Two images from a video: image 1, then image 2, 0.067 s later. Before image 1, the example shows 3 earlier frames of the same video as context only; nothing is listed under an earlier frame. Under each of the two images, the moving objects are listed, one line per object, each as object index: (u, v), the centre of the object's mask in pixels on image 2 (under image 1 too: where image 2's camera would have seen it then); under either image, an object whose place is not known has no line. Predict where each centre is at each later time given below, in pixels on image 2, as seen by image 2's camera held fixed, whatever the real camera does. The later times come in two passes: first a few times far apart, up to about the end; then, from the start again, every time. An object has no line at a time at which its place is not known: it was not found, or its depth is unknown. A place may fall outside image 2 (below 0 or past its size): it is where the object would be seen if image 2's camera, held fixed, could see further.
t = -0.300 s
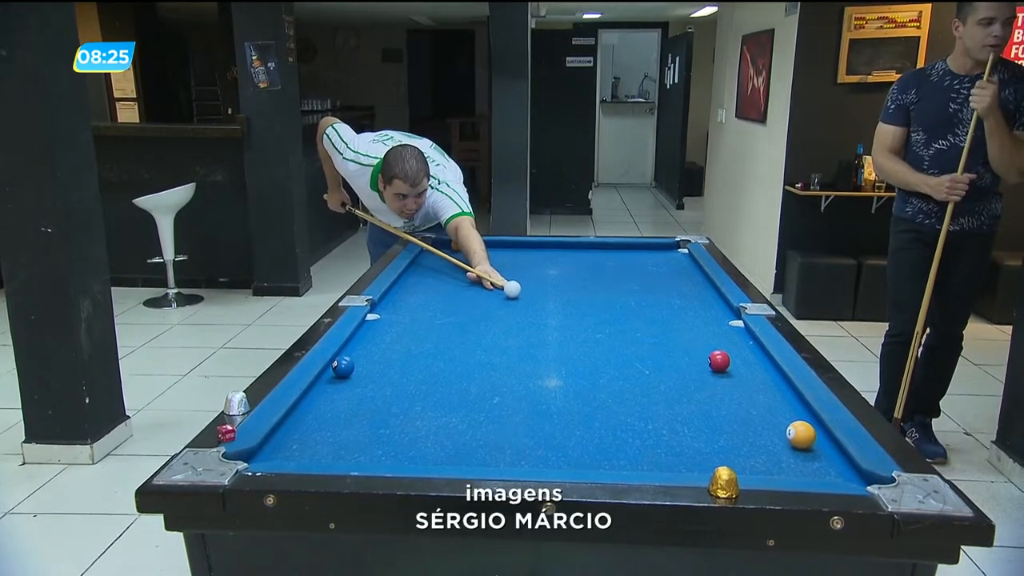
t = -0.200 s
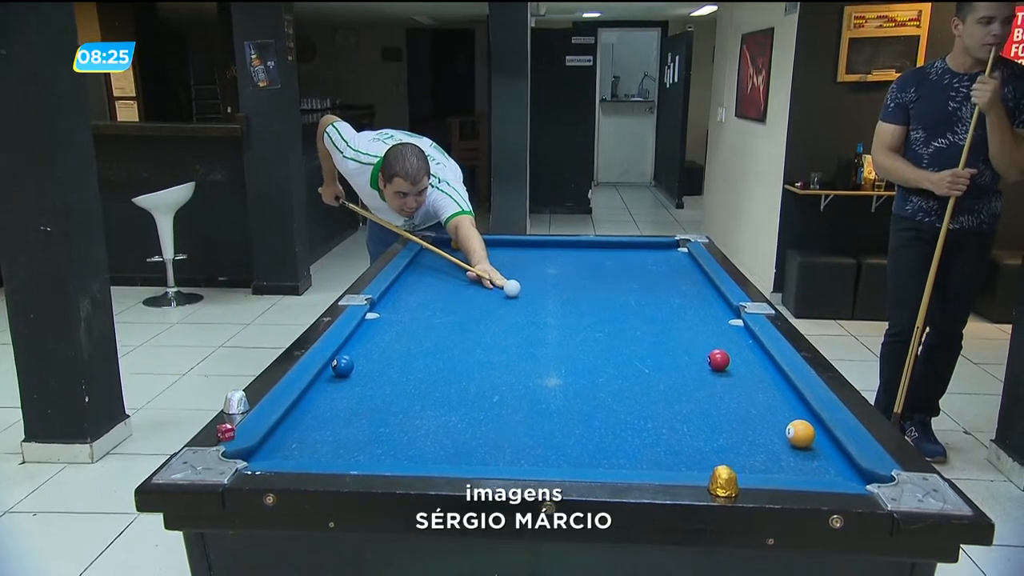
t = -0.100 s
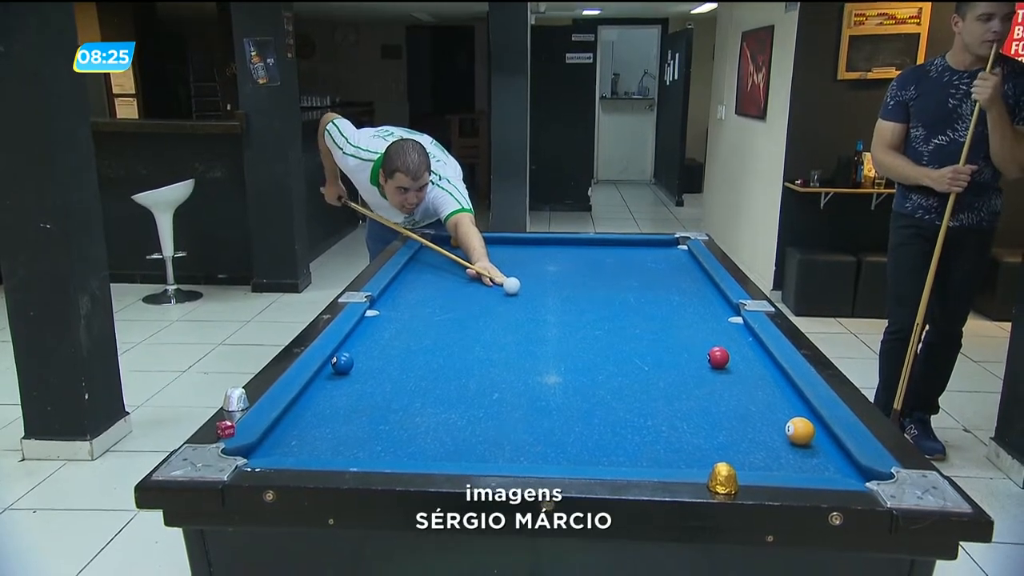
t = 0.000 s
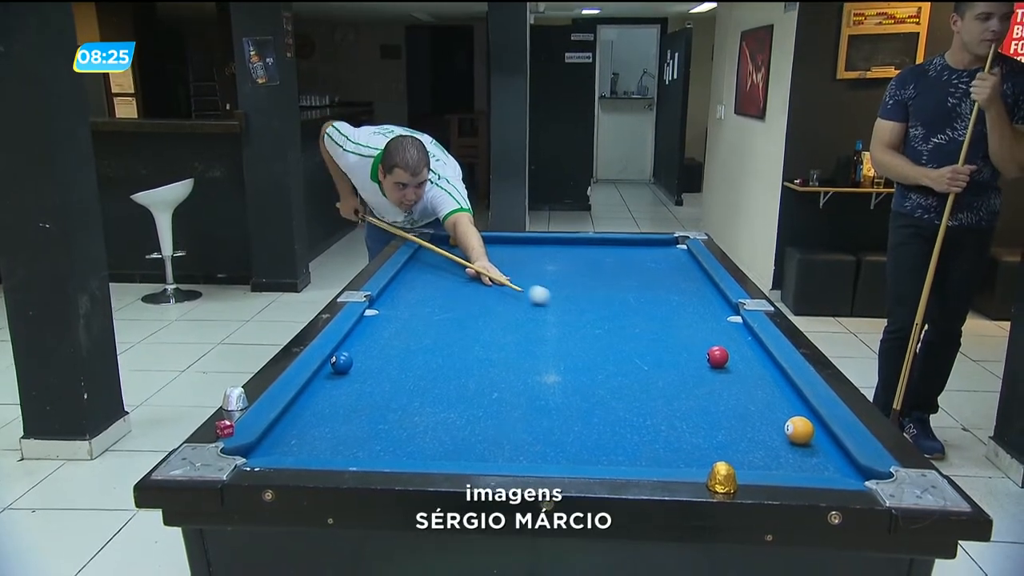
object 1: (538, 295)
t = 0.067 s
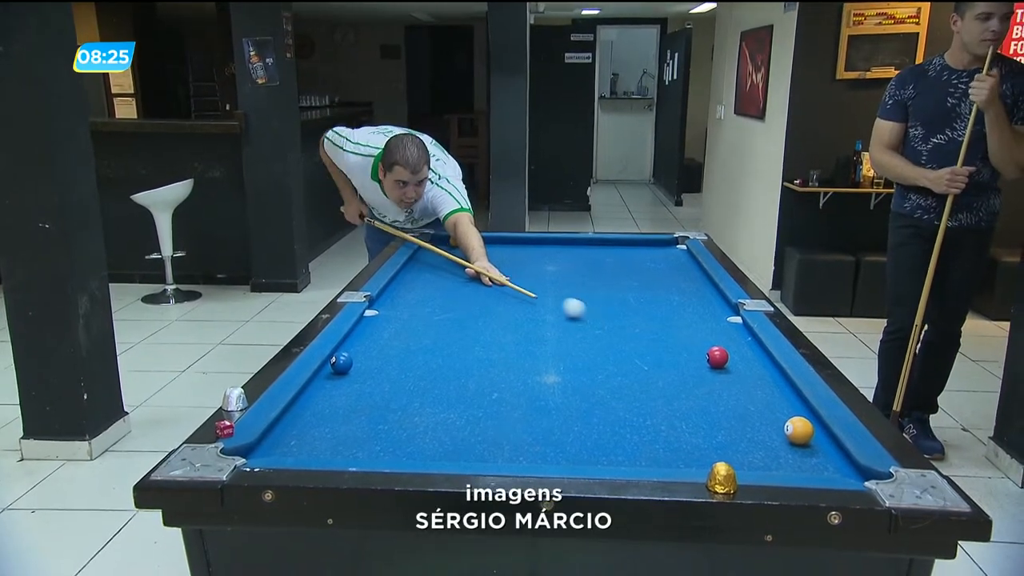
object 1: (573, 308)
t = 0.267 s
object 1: (680, 347)
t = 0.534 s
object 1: (729, 392)
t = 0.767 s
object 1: (783, 443)
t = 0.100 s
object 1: (591, 315)
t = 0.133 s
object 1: (608, 321)
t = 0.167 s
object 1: (626, 328)
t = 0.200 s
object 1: (644, 334)
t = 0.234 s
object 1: (661, 340)
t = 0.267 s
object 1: (680, 347)
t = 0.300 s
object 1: (695, 354)
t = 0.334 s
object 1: (696, 358)
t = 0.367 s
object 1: (699, 363)
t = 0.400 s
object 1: (705, 369)
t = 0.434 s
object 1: (710, 374)
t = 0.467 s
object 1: (716, 380)
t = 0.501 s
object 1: (722, 386)
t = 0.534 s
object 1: (729, 392)
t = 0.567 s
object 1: (736, 399)
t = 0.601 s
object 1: (743, 405)
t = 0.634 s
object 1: (750, 412)
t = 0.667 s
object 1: (758, 419)
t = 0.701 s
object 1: (766, 427)
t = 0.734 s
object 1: (774, 435)
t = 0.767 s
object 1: (783, 443)
